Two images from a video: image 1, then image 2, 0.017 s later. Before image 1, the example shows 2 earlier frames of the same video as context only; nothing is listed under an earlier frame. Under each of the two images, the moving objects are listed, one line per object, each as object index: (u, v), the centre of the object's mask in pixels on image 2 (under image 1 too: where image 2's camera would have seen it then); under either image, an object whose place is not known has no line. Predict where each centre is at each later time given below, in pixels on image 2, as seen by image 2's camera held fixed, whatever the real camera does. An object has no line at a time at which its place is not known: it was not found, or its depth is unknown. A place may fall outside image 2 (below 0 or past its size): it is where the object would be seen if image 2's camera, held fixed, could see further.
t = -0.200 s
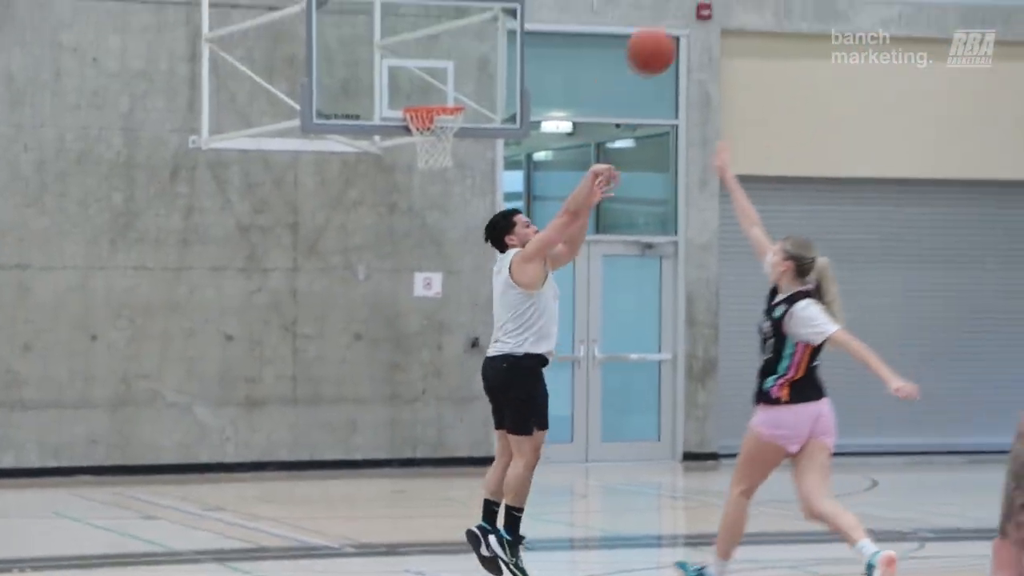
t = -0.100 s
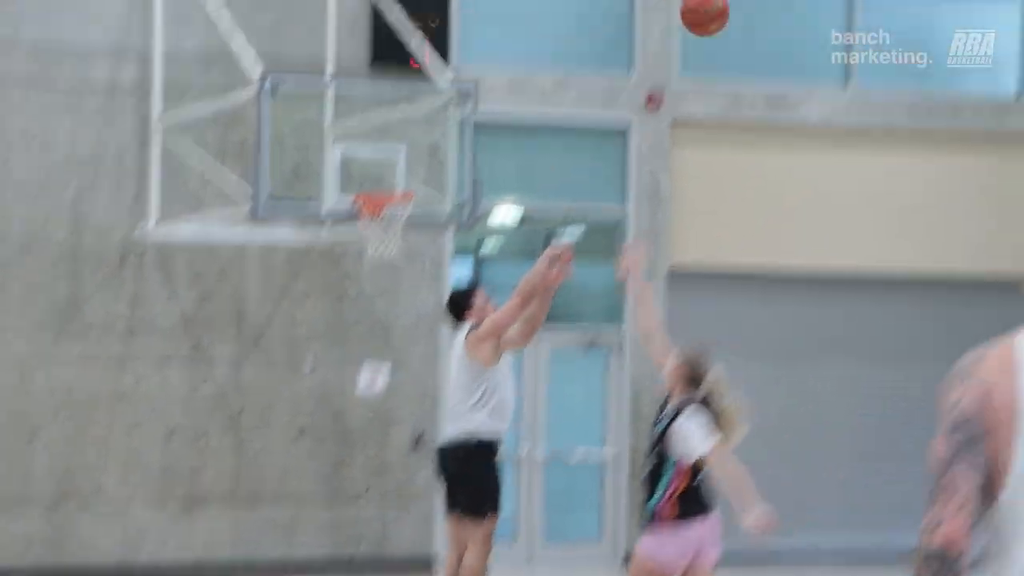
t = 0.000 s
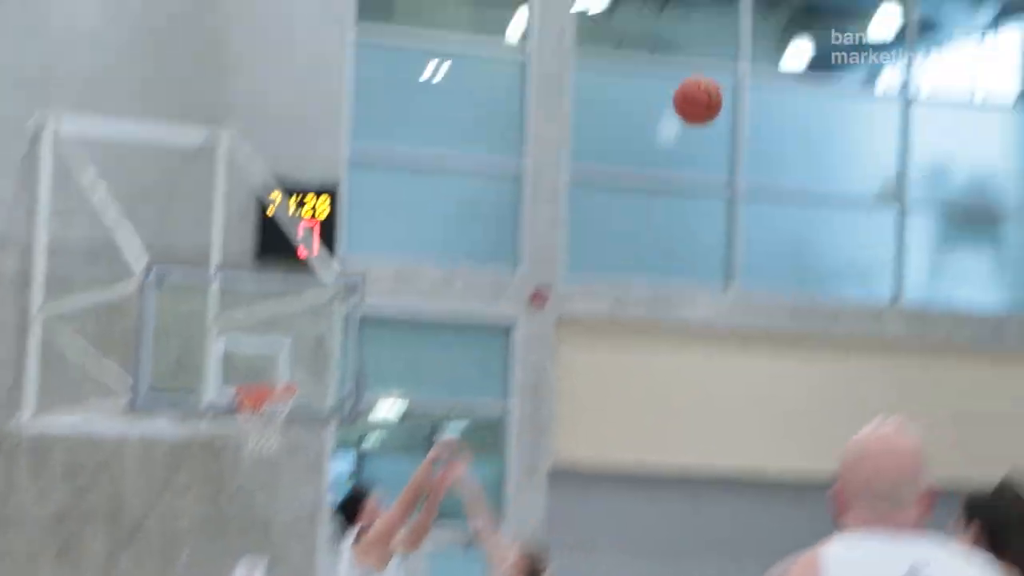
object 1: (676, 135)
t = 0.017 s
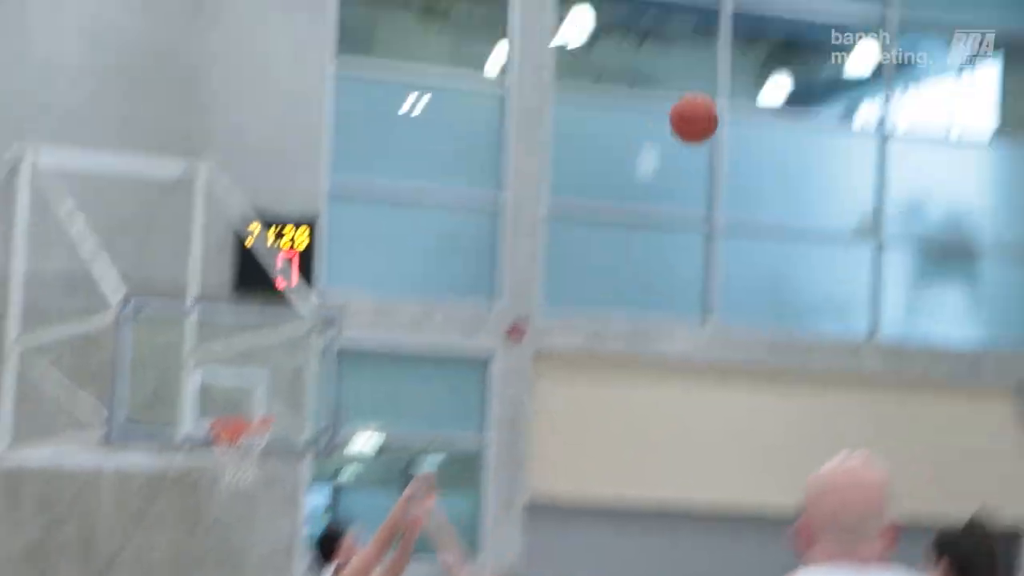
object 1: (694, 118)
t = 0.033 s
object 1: (712, 102)
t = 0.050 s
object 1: (729, 86)
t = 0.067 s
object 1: (749, 70)
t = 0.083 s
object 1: (766, 55)
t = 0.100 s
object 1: (783, 43)
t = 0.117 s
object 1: (801, 33)
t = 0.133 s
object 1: (820, 21)
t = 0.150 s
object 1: (838, 8)
